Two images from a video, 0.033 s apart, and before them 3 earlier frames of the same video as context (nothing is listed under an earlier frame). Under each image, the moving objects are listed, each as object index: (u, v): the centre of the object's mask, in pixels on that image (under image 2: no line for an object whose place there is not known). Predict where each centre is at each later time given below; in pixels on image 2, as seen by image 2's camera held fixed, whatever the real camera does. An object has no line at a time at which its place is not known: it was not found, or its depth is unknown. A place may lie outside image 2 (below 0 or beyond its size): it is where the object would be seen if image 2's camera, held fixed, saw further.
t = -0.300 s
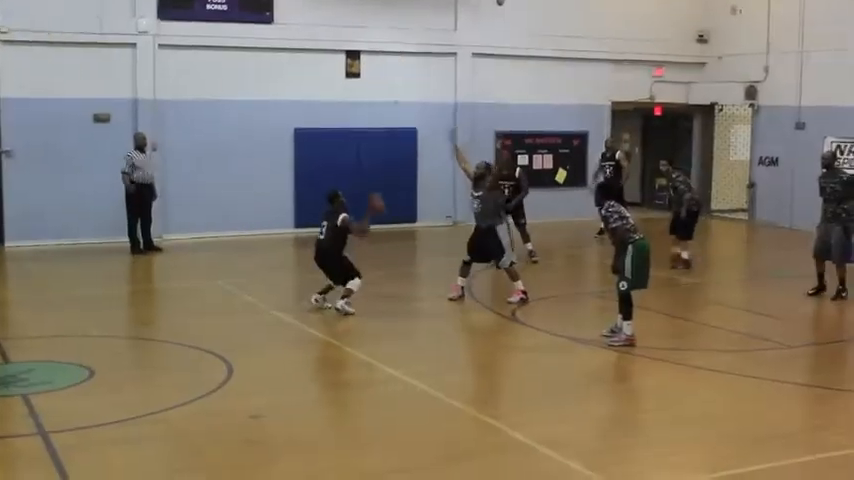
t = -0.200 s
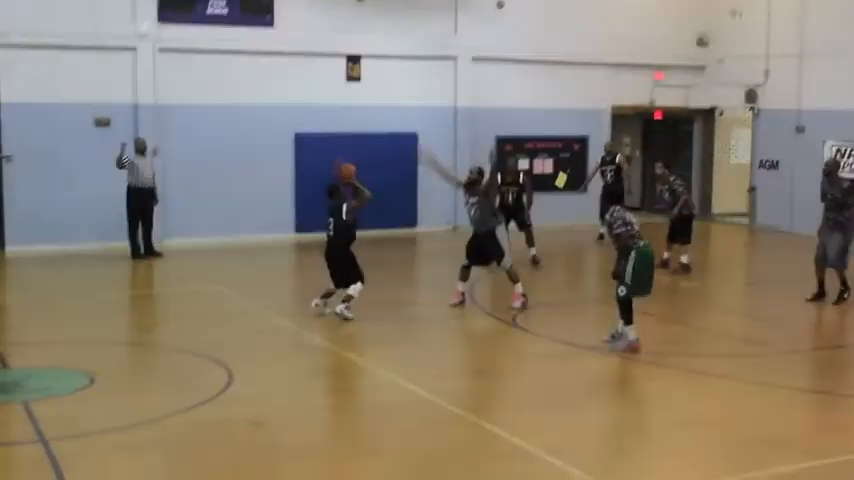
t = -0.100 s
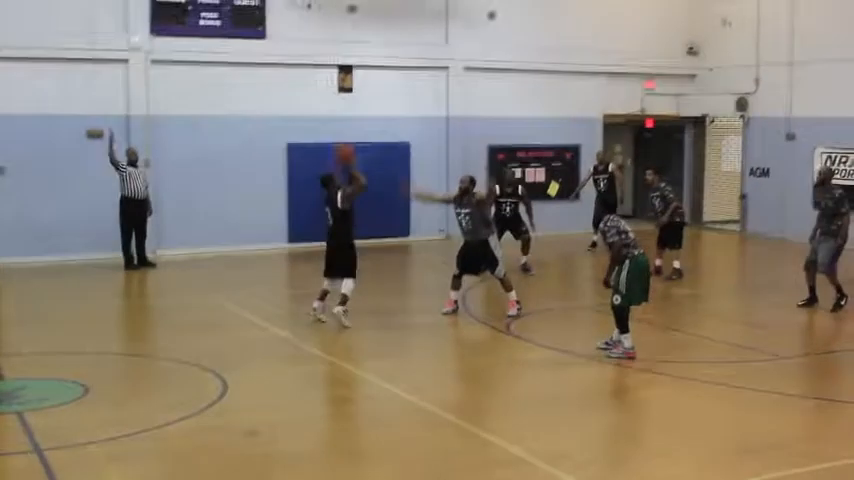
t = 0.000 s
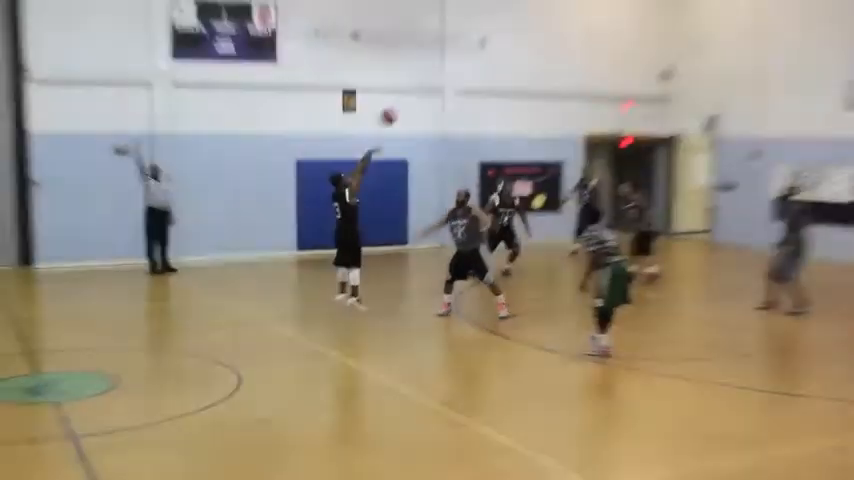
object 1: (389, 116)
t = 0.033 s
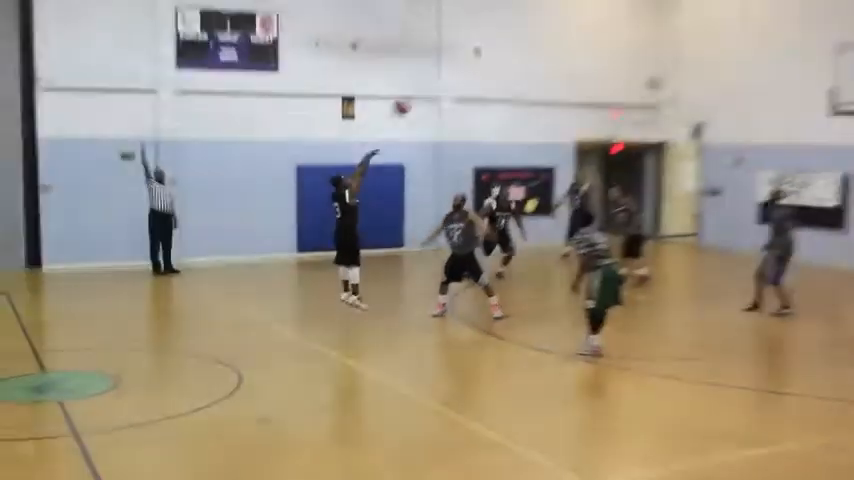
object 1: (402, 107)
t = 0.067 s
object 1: (416, 91)
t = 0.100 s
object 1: (429, 77)
